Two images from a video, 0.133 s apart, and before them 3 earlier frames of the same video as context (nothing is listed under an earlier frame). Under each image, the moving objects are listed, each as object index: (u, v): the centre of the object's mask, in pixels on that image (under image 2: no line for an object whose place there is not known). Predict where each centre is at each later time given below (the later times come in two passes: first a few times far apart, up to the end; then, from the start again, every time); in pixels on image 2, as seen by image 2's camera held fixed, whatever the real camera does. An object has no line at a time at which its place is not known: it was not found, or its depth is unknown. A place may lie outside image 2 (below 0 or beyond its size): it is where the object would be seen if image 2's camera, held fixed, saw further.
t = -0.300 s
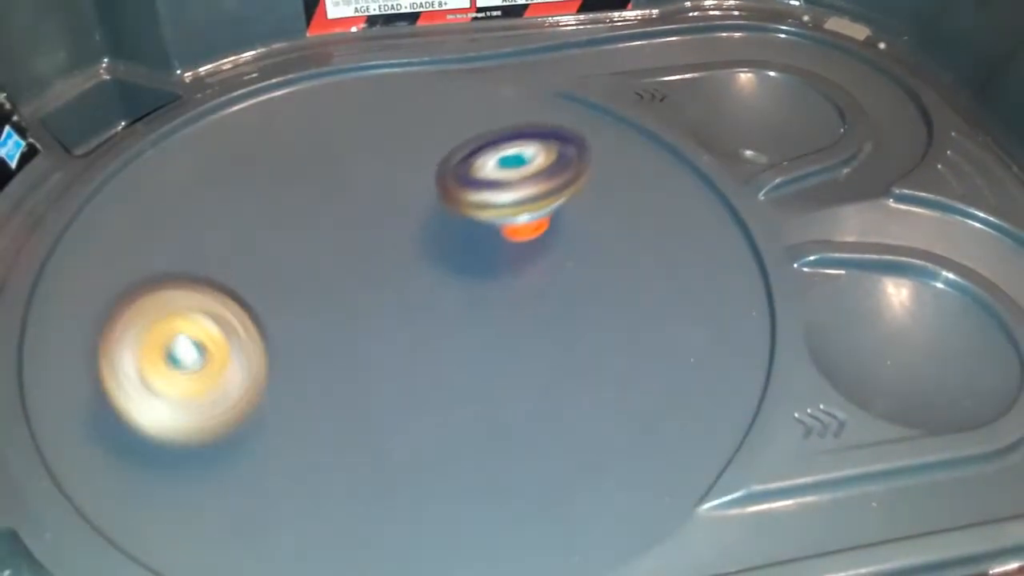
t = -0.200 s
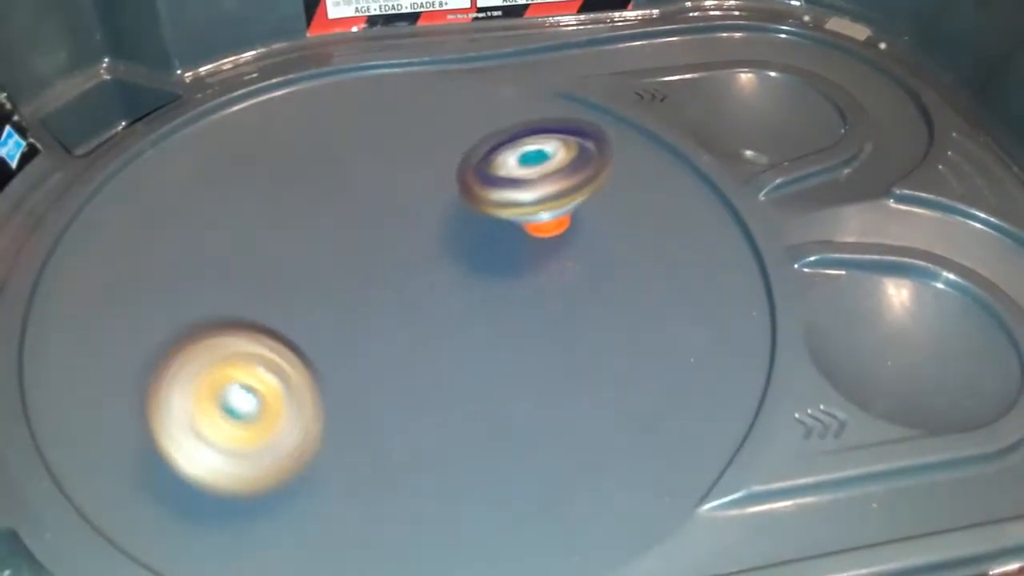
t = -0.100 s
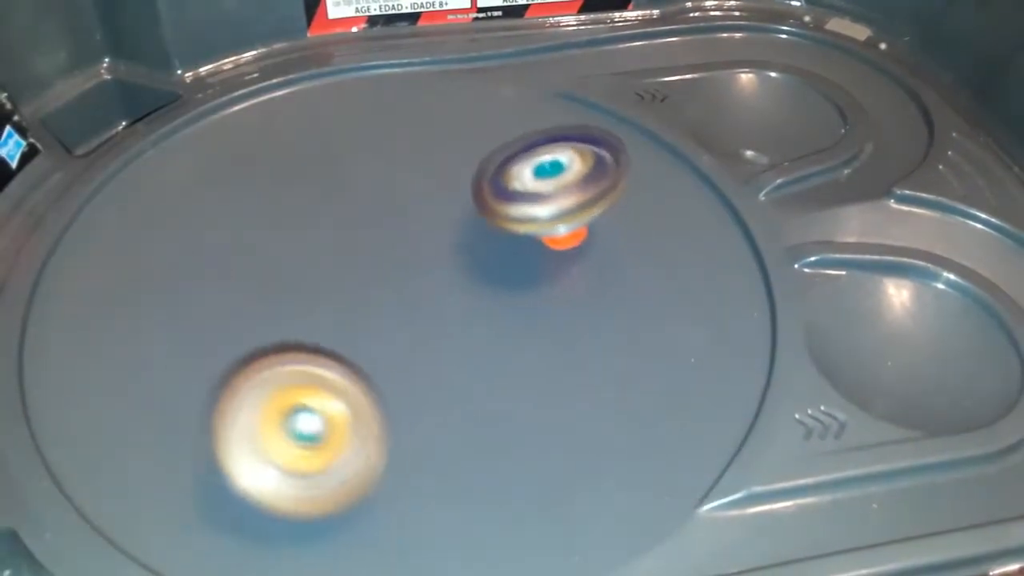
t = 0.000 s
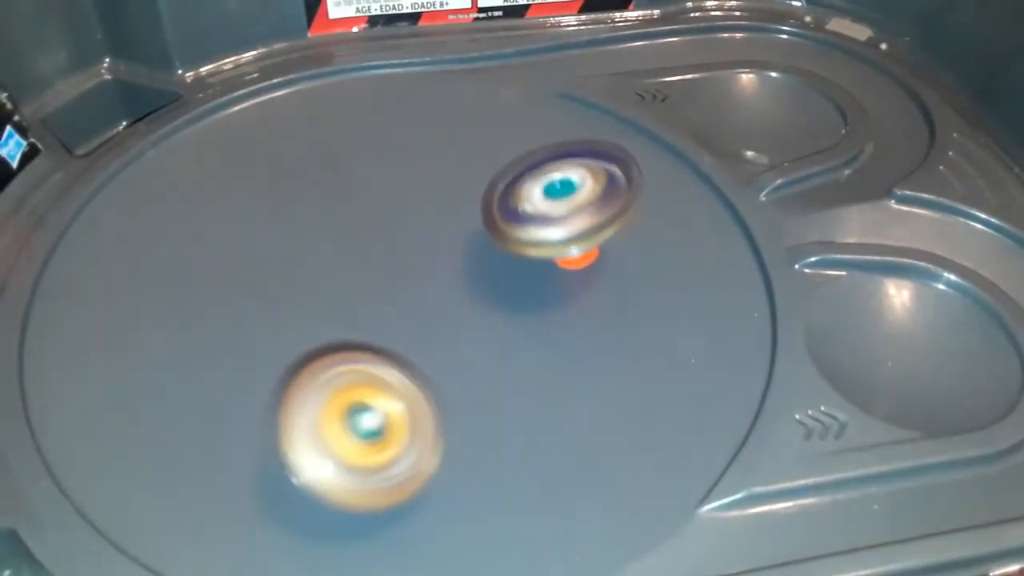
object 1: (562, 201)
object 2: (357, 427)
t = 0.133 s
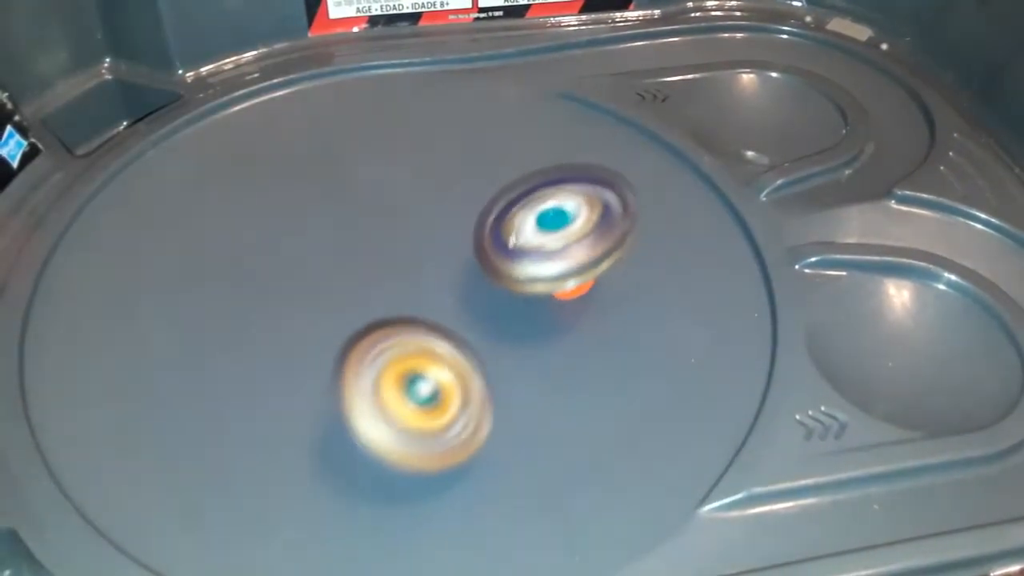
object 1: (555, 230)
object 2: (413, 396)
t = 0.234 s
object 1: (533, 249)
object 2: (430, 368)
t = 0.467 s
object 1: (496, 227)
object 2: (342, 413)
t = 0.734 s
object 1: (466, 194)
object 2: (179, 496)
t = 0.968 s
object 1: (446, 190)
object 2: (243, 425)
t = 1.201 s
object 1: (418, 205)
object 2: (385, 447)
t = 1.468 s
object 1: (367, 221)
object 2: (451, 518)
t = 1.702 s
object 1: (341, 241)
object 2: (472, 471)
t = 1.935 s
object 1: (332, 268)
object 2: (594, 413)
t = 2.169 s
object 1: (341, 293)
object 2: (717, 371)
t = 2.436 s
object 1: (368, 306)
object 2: (683, 340)
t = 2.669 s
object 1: (403, 316)
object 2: (630, 250)
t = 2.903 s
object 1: (426, 321)
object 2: (634, 154)
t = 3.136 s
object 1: (453, 318)
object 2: (657, 140)
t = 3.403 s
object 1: (480, 311)
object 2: (558, 167)
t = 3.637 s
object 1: (477, 295)
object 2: (410, 141)
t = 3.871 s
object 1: (464, 269)
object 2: (371, 75)
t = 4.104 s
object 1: (463, 248)
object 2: (417, 99)
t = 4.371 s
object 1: (498, 258)
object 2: (317, 214)
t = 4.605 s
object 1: (481, 258)
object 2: (155, 246)
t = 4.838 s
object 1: (443, 254)
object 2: (119, 218)
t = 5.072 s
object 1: (426, 252)
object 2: (233, 246)
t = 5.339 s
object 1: (482, 236)
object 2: (316, 382)
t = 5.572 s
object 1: (479, 241)
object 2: (303, 466)
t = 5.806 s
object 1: (452, 257)
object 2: (310, 453)
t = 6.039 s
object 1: (435, 252)
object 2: (427, 395)
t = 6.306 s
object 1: (437, 214)
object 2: (577, 353)
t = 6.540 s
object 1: (443, 229)
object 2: (642, 325)
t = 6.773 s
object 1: (449, 247)
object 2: (632, 296)
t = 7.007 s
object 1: (418, 262)
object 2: (596, 238)
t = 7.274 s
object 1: (394, 270)
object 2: (554, 171)
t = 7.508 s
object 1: (401, 270)
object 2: (524, 151)
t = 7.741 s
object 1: (415, 274)
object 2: (472, 157)
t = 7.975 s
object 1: (439, 284)
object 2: (380, 173)
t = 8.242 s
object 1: (459, 276)
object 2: (304, 196)
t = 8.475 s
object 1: (462, 261)
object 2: (284, 227)
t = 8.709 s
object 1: (457, 248)
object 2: (287, 285)
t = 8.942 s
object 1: (440, 244)
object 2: (300, 343)
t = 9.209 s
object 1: (422, 247)
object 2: (337, 367)
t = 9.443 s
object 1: (421, 236)
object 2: (406, 366)
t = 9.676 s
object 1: (417, 232)
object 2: (501, 345)
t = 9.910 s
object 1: (431, 241)
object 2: (563, 310)
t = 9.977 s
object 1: (427, 238)
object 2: (583, 299)
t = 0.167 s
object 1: (549, 236)
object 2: (421, 387)
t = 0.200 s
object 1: (542, 243)
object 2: (426, 377)
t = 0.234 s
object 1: (533, 249)
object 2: (430, 368)
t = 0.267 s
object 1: (524, 251)
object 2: (428, 364)
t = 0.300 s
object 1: (520, 248)
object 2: (418, 367)
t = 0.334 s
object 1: (516, 244)
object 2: (406, 374)
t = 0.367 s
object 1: (511, 240)
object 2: (391, 382)
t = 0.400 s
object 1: (506, 236)
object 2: (376, 392)
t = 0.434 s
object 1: (501, 232)
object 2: (359, 402)
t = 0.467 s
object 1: (496, 227)
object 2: (342, 413)
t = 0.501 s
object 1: (491, 223)
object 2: (323, 425)
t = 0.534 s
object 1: (486, 218)
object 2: (303, 437)
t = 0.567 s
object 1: (482, 213)
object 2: (282, 449)
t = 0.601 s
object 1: (478, 209)
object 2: (262, 461)
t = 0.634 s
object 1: (475, 204)
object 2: (241, 473)
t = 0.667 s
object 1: (471, 200)
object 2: (218, 485)
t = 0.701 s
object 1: (468, 196)
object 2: (197, 493)
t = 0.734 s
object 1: (466, 194)
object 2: (179, 496)
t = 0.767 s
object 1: (463, 191)
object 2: (176, 493)
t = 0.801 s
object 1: (460, 189)
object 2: (182, 483)
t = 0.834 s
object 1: (457, 188)
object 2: (190, 468)
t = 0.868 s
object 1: (453, 188)
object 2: (201, 455)
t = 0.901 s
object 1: (451, 188)
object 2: (213, 443)
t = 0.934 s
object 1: (448, 189)
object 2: (228, 433)
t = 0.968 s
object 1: (446, 190)
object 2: (243, 425)
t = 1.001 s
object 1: (442, 192)
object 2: (260, 420)
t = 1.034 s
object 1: (439, 193)
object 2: (278, 417)
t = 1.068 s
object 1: (435, 195)
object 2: (297, 417)
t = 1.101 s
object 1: (431, 198)
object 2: (319, 421)
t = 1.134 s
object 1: (427, 200)
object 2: (341, 426)
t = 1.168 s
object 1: (423, 202)
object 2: (363, 436)
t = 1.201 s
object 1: (418, 205)
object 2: (385, 447)
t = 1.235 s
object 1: (413, 207)
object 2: (406, 461)
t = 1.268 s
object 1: (407, 209)
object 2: (424, 476)
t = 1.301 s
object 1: (402, 211)
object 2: (439, 491)
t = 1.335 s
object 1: (395, 214)
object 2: (450, 503)
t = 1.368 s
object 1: (386, 216)
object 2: (457, 513)
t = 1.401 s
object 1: (379, 218)
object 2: (458, 521)
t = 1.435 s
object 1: (372, 219)
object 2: (455, 521)
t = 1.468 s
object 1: (367, 221)
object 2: (451, 518)
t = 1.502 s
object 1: (362, 224)
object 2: (449, 515)
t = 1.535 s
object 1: (358, 226)
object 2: (448, 509)
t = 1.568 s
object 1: (355, 228)
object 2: (448, 503)
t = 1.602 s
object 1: (351, 231)
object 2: (450, 496)
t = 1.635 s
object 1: (347, 235)
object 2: (454, 488)
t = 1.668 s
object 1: (344, 238)
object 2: (462, 479)
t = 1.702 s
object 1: (341, 241)
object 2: (472, 471)
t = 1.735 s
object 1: (338, 245)
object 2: (486, 463)
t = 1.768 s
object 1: (336, 249)
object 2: (503, 454)
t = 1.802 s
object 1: (335, 252)
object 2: (521, 445)
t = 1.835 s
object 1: (333, 256)
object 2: (539, 437)
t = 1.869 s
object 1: (333, 260)
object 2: (558, 429)
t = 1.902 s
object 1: (332, 264)
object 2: (576, 420)
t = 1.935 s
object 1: (332, 268)
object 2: (594, 413)
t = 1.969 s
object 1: (333, 272)
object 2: (613, 404)
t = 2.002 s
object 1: (334, 276)
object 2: (630, 397)
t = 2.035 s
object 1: (335, 279)
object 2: (648, 389)
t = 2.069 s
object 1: (337, 283)
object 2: (667, 383)
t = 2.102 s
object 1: (338, 286)
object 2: (686, 377)
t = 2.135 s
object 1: (339, 290)
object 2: (702, 373)
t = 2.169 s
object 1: (341, 293)
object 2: (717, 371)
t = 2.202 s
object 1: (343, 296)
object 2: (725, 370)
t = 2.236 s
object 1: (346, 299)
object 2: (721, 367)
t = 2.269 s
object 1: (348, 300)
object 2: (717, 365)
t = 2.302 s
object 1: (352, 302)
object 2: (712, 363)
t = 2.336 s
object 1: (355, 303)
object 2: (706, 360)
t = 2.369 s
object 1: (359, 304)
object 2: (699, 355)
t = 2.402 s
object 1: (363, 305)
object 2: (691, 349)
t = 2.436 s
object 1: (368, 306)
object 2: (683, 340)
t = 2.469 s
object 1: (373, 307)
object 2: (674, 329)
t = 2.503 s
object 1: (378, 309)
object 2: (666, 319)
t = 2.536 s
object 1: (383, 311)
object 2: (658, 308)
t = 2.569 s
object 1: (388, 312)
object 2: (650, 295)
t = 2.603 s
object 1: (393, 314)
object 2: (642, 281)
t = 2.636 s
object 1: (399, 315)
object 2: (636, 265)
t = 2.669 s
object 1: (403, 316)
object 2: (630, 250)
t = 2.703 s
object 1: (407, 317)
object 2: (626, 235)
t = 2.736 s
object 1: (412, 319)
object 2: (623, 219)
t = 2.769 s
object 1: (415, 320)
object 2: (623, 204)
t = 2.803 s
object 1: (418, 320)
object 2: (623, 190)
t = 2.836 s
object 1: (421, 321)
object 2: (625, 176)
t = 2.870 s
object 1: (423, 321)
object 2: (629, 165)
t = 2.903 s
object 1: (426, 321)
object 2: (634, 154)
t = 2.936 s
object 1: (428, 321)
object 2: (639, 146)
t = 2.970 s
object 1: (431, 321)
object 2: (644, 140)
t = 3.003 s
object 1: (435, 321)
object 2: (649, 136)
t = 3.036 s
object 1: (439, 320)
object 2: (654, 135)
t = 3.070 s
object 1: (443, 320)
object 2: (656, 135)
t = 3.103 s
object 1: (448, 319)
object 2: (657, 136)
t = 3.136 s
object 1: (453, 318)
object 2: (657, 140)
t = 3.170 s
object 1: (457, 317)
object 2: (654, 144)
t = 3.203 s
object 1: (462, 316)
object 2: (647, 147)
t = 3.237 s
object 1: (466, 315)
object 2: (638, 152)
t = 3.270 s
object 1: (470, 314)
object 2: (626, 155)
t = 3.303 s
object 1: (473, 314)
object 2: (612, 159)
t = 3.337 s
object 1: (476, 313)
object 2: (595, 163)
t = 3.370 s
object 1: (478, 312)
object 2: (578, 165)
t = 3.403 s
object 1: (480, 311)
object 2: (558, 167)
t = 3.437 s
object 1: (481, 309)
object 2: (538, 169)
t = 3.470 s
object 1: (481, 308)
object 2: (516, 169)
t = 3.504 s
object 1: (481, 306)
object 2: (494, 167)
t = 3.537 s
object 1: (481, 304)
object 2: (471, 163)
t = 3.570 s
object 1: (480, 301)
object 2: (449, 158)
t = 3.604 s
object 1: (479, 298)
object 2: (429, 151)
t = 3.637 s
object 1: (477, 295)
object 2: (410, 141)
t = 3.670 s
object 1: (475, 291)
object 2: (394, 132)
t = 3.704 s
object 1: (473, 288)
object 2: (382, 121)
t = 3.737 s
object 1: (471, 284)
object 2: (373, 111)
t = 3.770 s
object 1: (469, 280)
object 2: (368, 100)
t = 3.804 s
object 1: (467, 276)
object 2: (366, 90)
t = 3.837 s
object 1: (465, 272)
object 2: (367, 81)
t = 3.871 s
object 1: (464, 269)
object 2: (371, 75)
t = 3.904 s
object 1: (463, 265)
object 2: (377, 70)
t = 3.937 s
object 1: (462, 262)
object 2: (384, 68)
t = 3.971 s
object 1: (462, 259)
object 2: (392, 68)
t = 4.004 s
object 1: (462, 256)
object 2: (401, 70)
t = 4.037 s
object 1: (462, 253)
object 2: (409, 77)
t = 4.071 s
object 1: (463, 250)
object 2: (414, 87)
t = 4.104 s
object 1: (463, 248)
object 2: (417, 99)
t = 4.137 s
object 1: (464, 246)
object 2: (417, 114)
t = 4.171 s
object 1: (465, 244)
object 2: (413, 131)
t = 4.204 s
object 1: (468, 243)
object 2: (407, 145)
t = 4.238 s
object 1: (474, 246)
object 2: (393, 159)
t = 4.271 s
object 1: (483, 251)
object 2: (378, 175)
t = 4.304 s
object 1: (489, 254)
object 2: (361, 190)
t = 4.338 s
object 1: (495, 256)
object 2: (341, 203)
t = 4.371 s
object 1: (498, 258)
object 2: (317, 214)
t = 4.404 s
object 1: (499, 259)
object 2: (293, 225)
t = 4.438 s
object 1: (499, 259)
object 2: (269, 235)
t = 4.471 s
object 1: (496, 260)
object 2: (244, 242)
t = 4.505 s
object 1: (494, 260)
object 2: (219, 246)
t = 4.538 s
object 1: (490, 259)
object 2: (196, 248)
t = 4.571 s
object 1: (486, 258)
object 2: (176, 248)
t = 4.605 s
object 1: (481, 258)
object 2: (155, 246)
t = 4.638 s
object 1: (475, 257)
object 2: (142, 242)
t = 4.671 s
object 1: (470, 256)
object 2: (130, 239)
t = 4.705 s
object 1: (464, 256)
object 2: (122, 234)
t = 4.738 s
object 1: (458, 255)
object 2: (116, 229)
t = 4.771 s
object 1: (453, 255)
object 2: (114, 225)
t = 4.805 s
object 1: (447, 254)
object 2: (115, 221)
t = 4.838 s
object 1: (443, 254)
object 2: (119, 218)
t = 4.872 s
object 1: (438, 254)
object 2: (128, 215)
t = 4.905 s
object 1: (435, 253)
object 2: (140, 216)
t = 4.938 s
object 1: (432, 253)
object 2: (156, 219)
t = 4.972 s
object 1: (429, 253)
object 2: (173, 221)
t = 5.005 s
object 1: (428, 252)
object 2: (193, 228)
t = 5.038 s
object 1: (427, 252)
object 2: (213, 236)
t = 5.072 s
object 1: (426, 252)
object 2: (233, 246)
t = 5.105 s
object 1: (425, 252)
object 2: (254, 258)
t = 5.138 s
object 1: (427, 251)
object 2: (268, 273)
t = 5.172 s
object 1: (442, 247)
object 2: (276, 290)
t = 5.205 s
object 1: (455, 243)
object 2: (285, 306)
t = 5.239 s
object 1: (465, 240)
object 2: (295, 324)
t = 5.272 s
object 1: (473, 238)
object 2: (304, 343)
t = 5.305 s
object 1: (478, 236)
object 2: (312, 363)
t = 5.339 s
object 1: (482, 236)
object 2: (316, 382)
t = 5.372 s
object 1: (485, 235)
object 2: (319, 399)
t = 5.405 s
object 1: (486, 235)
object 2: (319, 416)
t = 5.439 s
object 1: (487, 236)
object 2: (318, 431)
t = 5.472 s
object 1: (486, 237)
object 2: (315, 442)
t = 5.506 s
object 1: (484, 238)
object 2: (312, 452)
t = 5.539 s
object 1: (482, 240)
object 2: (307, 460)
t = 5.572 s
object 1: (479, 241)
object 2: (303, 466)
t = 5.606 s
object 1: (475, 243)
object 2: (299, 470)
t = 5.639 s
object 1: (471, 245)
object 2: (296, 473)
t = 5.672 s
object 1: (467, 247)
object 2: (294, 473)
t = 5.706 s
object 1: (463, 249)
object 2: (293, 472)
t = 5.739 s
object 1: (459, 252)
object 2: (295, 468)
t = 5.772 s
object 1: (455, 254)
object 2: (301, 461)
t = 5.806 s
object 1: (452, 257)
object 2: (310, 453)
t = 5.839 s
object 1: (448, 259)
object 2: (320, 444)
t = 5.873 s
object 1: (445, 261)
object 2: (333, 435)
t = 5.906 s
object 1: (442, 263)
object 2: (350, 424)
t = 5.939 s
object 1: (440, 265)
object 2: (366, 414)
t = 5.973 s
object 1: (438, 267)
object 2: (386, 403)
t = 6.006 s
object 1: (437, 263)
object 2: (408, 399)
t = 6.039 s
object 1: (435, 252)
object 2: (427, 395)
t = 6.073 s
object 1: (435, 242)
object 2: (448, 390)
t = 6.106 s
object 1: (435, 233)
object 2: (469, 385)
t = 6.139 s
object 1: (436, 226)
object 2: (490, 378)
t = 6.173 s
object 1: (436, 221)
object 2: (509, 373)
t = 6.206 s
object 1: (436, 217)
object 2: (528, 367)
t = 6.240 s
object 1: (436, 215)
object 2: (545, 362)
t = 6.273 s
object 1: (436, 214)
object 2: (562, 357)
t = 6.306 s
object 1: (437, 214)
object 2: (577, 353)
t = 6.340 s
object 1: (437, 215)
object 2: (591, 348)
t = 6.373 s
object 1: (438, 216)
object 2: (604, 344)
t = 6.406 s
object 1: (439, 218)
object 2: (615, 340)
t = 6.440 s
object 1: (440, 221)
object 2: (624, 335)
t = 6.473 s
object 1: (441, 224)
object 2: (632, 332)
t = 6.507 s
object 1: (442, 227)
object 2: (637, 329)
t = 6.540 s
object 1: (443, 229)
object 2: (642, 325)
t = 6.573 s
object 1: (444, 232)
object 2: (644, 322)
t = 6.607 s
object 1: (444, 235)
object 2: (644, 318)
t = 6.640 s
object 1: (446, 238)
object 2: (644, 314)
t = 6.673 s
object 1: (447, 241)
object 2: (642, 310)
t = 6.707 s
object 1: (447, 243)
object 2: (640, 306)
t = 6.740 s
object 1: (448, 245)
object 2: (637, 301)
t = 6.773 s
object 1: (449, 247)
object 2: (632, 296)
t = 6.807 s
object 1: (450, 249)
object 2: (626, 290)
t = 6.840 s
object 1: (450, 251)
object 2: (620, 284)
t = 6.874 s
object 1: (449, 253)
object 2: (613, 276)
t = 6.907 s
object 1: (443, 255)
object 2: (611, 267)
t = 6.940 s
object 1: (433, 258)
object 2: (607, 258)
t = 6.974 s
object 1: (425, 260)
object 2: (602, 248)
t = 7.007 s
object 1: (418, 262)
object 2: (596, 238)
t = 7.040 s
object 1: (412, 264)
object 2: (591, 229)
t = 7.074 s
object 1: (407, 265)
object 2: (585, 219)
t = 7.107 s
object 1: (403, 267)
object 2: (580, 211)
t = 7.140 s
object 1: (400, 268)
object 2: (575, 202)
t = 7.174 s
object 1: (398, 269)
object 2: (569, 193)
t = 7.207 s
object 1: (396, 270)
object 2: (564, 185)
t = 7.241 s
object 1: (395, 270)
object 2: (559, 178)
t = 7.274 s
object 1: (394, 270)
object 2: (554, 171)
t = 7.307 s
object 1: (394, 271)
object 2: (550, 165)
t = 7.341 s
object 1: (395, 271)
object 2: (545, 161)
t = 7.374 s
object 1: (396, 271)
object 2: (541, 157)
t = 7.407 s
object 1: (397, 271)
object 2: (537, 155)
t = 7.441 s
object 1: (398, 271)
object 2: (532, 153)
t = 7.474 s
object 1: (400, 270)
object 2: (528, 151)
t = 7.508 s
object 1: (401, 270)
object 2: (524, 151)
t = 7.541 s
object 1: (403, 270)
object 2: (518, 150)
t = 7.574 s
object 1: (405, 271)
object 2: (512, 151)
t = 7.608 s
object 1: (407, 271)
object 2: (505, 151)
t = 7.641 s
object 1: (408, 272)
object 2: (499, 152)
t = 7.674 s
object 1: (410, 273)
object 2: (491, 153)
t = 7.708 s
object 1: (413, 273)
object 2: (482, 155)
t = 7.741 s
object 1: (415, 274)
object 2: (472, 157)
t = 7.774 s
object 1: (417, 275)
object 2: (461, 160)
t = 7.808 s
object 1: (420, 276)
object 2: (448, 162)
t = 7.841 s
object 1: (423, 278)
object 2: (435, 165)
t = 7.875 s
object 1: (428, 281)
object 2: (421, 166)
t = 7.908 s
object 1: (432, 283)
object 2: (407, 168)
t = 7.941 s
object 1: (436, 284)
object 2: (393, 171)
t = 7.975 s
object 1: (439, 284)
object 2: (380, 173)
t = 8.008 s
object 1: (443, 285)
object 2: (368, 175)
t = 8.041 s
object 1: (447, 284)
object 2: (356, 178)
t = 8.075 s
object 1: (450, 284)
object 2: (345, 181)
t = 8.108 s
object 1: (453, 283)
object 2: (334, 184)
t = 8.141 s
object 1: (455, 281)
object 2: (325, 188)
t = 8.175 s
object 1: (456, 280)
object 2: (317, 190)
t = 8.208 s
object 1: (458, 278)
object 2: (310, 193)
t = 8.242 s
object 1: (459, 276)
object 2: (304, 196)
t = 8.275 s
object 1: (460, 274)
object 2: (298, 200)
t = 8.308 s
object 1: (460, 273)
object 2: (295, 204)
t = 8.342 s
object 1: (461, 270)
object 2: (291, 208)
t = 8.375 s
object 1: (461, 268)
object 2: (288, 212)
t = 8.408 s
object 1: (462, 266)
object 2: (286, 217)
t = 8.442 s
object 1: (462, 264)
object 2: (285, 221)
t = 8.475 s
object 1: (462, 261)
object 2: (284, 227)
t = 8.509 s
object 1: (462, 259)
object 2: (284, 233)
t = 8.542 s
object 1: (462, 257)
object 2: (284, 240)
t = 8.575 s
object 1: (461, 255)
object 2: (284, 248)
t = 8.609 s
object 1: (461, 252)
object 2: (285, 256)
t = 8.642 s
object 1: (460, 250)
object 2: (285, 265)
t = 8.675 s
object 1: (459, 249)
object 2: (286, 275)
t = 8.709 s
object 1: (457, 248)
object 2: (287, 285)
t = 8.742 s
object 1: (456, 246)
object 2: (288, 295)
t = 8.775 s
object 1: (454, 245)
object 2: (289, 305)
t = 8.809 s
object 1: (452, 244)
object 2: (290, 315)
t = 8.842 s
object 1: (449, 244)
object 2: (292, 324)
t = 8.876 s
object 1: (446, 244)
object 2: (294, 331)
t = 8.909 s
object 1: (443, 244)
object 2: (297, 338)
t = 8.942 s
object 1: (440, 244)
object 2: (300, 343)
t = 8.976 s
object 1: (438, 245)
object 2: (302, 348)
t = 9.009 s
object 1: (435, 245)
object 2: (306, 352)
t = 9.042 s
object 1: (433, 246)
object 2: (310, 356)
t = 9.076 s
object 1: (430, 246)
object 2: (314, 358)
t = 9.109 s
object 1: (428, 247)
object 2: (319, 361)
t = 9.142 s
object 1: (426, 247)
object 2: (324, 363)
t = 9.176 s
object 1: (424, 248)
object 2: (330, 364)
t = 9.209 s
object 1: (422, 247)
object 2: (337, 367)
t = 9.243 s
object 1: (423, 243)
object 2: (343, 370)
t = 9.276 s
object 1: (423, 239)
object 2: (350, 372)
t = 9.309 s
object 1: (423, 237)
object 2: (359, 372)
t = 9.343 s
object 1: (422, 235)
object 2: (369, 371)
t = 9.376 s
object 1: (422, 235)
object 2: (380, 370)
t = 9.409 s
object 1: (421, 235)
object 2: (393, 368)
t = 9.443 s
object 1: (421, 236)
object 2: (406, 366)
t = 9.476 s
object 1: (420, 236)
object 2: (421, 365)
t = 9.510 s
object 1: (418, 234)
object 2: (437, 364)
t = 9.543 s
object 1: (418, 233)
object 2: (451, 361)
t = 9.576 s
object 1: (417, 232)
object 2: (464, 357)
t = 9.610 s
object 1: (416, 231)
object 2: (476, 354)
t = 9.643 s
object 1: (416, 232)
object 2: (490, 349)
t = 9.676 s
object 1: (417, 232)
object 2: (501, 345)
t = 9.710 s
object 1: (418, 234)
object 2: (512, 340)
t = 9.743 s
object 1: (419, 235)
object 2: (523, 335)
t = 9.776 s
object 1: (421, 237)
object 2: (533, 330)
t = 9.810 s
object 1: (423, 238)
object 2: (542, 325)
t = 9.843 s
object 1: (425, 239)
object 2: (550, 320)
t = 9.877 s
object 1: (428, 240)
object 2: (557, 315)
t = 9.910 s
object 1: (431, 241)
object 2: (563, 310)
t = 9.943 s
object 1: (430, 240)
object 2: (572, 305)
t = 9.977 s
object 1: (427, 238)
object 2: (583, 299)
